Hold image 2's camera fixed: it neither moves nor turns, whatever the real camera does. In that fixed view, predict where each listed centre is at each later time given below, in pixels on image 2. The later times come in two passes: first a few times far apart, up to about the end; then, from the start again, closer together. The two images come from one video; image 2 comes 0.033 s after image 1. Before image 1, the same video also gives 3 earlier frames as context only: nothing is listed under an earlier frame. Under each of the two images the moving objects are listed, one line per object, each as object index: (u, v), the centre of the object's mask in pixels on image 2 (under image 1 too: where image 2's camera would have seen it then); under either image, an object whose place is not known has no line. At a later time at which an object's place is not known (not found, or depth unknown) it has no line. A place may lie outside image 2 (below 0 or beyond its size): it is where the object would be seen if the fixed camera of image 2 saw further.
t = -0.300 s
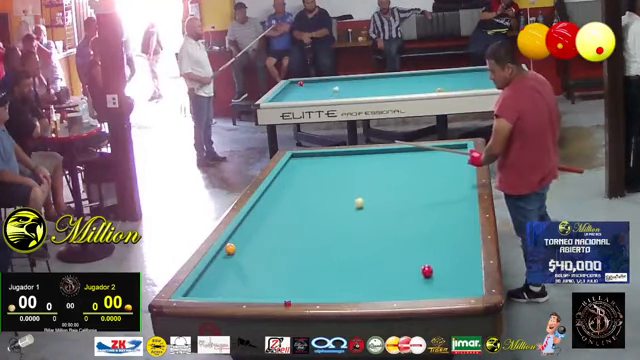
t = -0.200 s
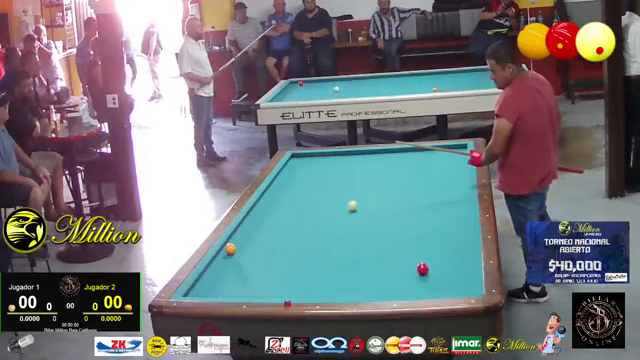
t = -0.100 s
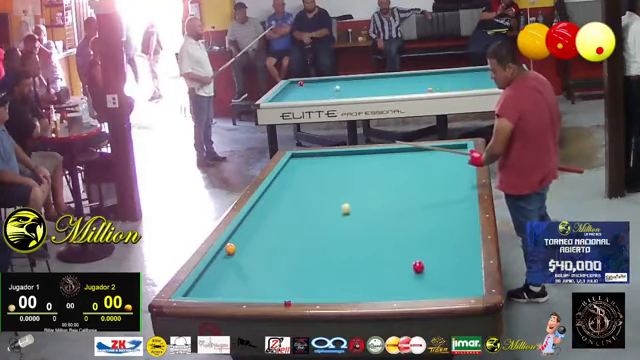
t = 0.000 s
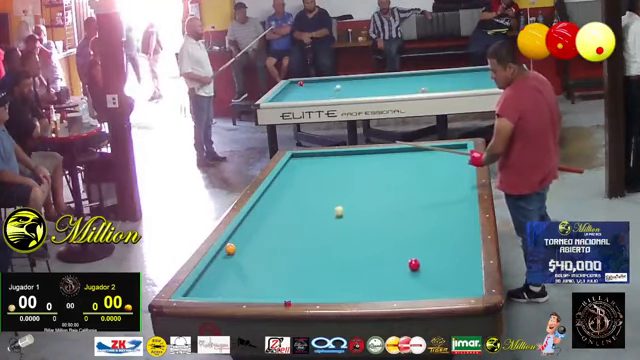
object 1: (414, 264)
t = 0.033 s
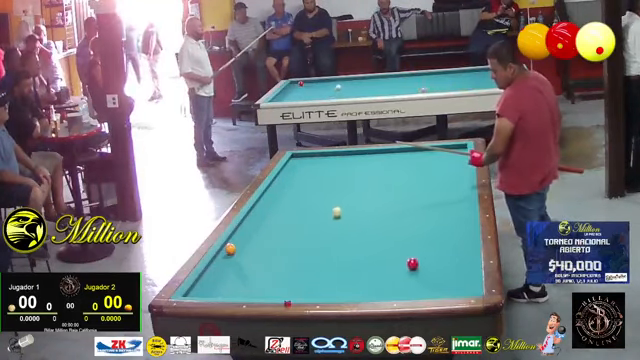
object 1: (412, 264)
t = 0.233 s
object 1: (404, 260)
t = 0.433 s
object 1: (397, 256)
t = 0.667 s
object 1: (388, 251)
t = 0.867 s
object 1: (381, 248)
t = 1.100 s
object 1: (373, 244)
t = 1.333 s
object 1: (366, 240)
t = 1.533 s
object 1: (360, 238)
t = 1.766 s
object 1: (354, 235)
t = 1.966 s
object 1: (348, 232)
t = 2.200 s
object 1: (342, 229)
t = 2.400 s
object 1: (337, 227)
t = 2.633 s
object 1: (332, 224)
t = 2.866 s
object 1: (327, 221)
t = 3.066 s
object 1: (323, 220)
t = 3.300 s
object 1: (318, 217)
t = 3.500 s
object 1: (315, 215)
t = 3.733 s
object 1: (310, 213)
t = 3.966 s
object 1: (307, 211)
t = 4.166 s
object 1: (304, 210)
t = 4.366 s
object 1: (301, 208)
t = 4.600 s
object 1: (297, 207)
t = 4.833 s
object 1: (294, 205)
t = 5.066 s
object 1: (292, 204)
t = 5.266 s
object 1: (290, 203)
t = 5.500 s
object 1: (287, 201)
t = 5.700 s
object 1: (285, 200)
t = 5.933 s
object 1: (283, 200)
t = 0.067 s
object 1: (411, 263)
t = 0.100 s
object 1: (409, 262)
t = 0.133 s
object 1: (408, 262)
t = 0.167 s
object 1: (407, 261)
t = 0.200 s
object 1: (405, 261)
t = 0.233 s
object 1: (404, 260)
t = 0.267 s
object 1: (403, 259)
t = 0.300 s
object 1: (402, 258)
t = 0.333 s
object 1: (400, 258)
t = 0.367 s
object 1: (399, 257)
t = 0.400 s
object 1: (398, 256)
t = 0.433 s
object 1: (397, 256)
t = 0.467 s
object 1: (395, 255)
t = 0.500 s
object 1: (394, 255)
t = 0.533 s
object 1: (393, 254)
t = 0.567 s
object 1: (392, 253)
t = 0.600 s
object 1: (391, 253)
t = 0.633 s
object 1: (390, 252)
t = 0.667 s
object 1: (388, 251)
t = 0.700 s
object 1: (387, 251)
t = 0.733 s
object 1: (386, 250)
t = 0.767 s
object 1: (385, 249)
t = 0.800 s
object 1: (383, 249)
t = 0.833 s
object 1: (382, 249)
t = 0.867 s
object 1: (381, 248)
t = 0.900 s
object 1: (380, 248)
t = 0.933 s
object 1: (379, 247)
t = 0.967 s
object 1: (378, 246)
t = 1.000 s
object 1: (377, 246)
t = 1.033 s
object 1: (376, 246)
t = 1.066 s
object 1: (375, 245)
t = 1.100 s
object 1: (373, 244)
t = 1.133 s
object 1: (372, 244)
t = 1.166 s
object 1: (371, 243)
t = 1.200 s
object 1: (370, 243)
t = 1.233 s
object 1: (369, 242)
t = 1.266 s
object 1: (368, 242)
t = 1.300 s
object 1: (367, 241)
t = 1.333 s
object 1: (366, 240)
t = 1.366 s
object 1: (365, 240)
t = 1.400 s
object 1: (364, 240)
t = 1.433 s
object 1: (363, 239)
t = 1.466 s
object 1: (362, 238)
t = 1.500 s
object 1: (361, 238)
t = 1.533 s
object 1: (360, 238)
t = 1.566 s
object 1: (359, 237)
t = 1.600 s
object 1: (358, 237)
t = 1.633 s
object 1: (358, 236)
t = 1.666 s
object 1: (356, 236)
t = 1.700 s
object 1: (356, 236)
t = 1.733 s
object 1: (355, 235)
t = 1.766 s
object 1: (354, 235)
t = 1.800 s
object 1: (353, 234)
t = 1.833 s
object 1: (352, 234)
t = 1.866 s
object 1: (351, 233)
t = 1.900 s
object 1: (350, 233)
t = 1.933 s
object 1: (349, 232)
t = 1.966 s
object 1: (348, 232)
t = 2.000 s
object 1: (348, 232)
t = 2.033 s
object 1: (346, 231)
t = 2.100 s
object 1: (345, 230)
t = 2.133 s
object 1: (344, 230)
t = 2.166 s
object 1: (343, 229)
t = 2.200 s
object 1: (342, 229)
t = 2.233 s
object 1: (342, 229)
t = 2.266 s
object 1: (341, 228)
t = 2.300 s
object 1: (340, 228)
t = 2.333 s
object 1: (339, 227)
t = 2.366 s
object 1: (338, 227)
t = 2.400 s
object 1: (337, 227)
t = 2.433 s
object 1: (337, 226)
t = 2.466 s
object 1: (336, 226)
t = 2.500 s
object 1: (335, 225)
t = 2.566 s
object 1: (334, 225)
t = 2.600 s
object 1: (333, 224)
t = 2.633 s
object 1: (332, 224)
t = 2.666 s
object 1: (332, 224)
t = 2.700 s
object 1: (331, 224)
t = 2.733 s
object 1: (330, 223)
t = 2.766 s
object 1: (329, 222)
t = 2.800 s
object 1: (328, 222)
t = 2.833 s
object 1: (327, 222)
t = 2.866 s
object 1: (327, 221)
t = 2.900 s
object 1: (326, 221)
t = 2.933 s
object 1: (325, 220)
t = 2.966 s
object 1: (324, 220)
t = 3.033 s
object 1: (324, 220)
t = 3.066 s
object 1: (323, 220)
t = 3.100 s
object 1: (323, 219)
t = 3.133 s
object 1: (322, 219)
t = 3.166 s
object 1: (321, 219)
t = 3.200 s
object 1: (321, 218)
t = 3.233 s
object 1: (320, 218)
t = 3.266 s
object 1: (319, 218)
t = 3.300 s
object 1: (318, 217)
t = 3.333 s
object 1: (318, 217)
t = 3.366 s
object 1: (317, 217)
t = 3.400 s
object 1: (316, 216)
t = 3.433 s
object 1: (316, 216)
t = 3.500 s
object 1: (315, 215)
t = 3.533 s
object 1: (314, 215)
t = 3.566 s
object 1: (314, 215)
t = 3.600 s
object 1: (313, 214)
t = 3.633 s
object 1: (312, 214)
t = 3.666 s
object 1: (312, 214)
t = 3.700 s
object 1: (311, 214)
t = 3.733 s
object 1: (310, 213)
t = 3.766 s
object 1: (310, 213)
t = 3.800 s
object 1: (309, 213)
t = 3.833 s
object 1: (309, 213)
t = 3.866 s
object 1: (308, 212)
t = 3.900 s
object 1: (308, 212)
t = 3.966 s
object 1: (307, 211)
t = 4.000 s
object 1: (306, 211)
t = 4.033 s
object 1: (306, 211)
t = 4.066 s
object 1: (305, 210)
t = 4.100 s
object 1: (305, 210)
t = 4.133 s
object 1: (304, 210)
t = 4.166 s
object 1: (304, 210)
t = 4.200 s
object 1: (303, 210)
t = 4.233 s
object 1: (302, 209)
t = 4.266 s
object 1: (302, 209)
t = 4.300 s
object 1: (302, 209)
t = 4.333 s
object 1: (301, 208)
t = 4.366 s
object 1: (301, 208)
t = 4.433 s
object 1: (300, 208)
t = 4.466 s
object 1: (299, 207)
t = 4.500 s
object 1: (299, 207)
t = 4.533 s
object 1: (298, 207)
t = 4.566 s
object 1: (298, 207)
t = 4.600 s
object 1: (297, 207)
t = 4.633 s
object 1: (297, 206)
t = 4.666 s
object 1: (296, 206)
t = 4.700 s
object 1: (296, 206)
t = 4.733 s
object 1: (296, 206)
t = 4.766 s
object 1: (295, 206)
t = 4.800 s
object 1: (295, 205)
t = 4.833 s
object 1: (294, 205)
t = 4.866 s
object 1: (294, 205)
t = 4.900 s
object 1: (294, 205)
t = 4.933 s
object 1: (293, 205)
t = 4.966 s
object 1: (293, 204)
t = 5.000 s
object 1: (292, 204)
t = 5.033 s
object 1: (292, 204)
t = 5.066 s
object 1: (292, 204)
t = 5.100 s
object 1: (292, 204)
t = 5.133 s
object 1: (291, 203)
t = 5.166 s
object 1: (291, 203)
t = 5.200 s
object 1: (290, 203)
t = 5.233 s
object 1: (290, 203)
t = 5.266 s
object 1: (290, 203)
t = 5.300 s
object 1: (289, 202)
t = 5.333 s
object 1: (288, 202)
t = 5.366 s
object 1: (288, 202)
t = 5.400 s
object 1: (288, 202)
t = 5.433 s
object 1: (287, 202)
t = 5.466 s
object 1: (287, 202)
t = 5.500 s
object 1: (287, 201)
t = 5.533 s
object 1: (287, 201)
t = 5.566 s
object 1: (286, 201)
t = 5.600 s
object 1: (286, 201)
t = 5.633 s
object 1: (285, 201)
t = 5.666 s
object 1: (285, 201)
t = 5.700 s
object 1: (285, 200)
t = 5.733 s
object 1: (284, 200)
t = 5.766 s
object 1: (284, 200)
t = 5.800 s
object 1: (284, 200)
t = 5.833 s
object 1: (284, 200)
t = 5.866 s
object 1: (283, 200)
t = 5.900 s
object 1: (283, 200)
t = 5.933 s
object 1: (283, 200)
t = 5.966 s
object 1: (282, 199)
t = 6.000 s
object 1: (282, 199)
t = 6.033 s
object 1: (282, 199)
